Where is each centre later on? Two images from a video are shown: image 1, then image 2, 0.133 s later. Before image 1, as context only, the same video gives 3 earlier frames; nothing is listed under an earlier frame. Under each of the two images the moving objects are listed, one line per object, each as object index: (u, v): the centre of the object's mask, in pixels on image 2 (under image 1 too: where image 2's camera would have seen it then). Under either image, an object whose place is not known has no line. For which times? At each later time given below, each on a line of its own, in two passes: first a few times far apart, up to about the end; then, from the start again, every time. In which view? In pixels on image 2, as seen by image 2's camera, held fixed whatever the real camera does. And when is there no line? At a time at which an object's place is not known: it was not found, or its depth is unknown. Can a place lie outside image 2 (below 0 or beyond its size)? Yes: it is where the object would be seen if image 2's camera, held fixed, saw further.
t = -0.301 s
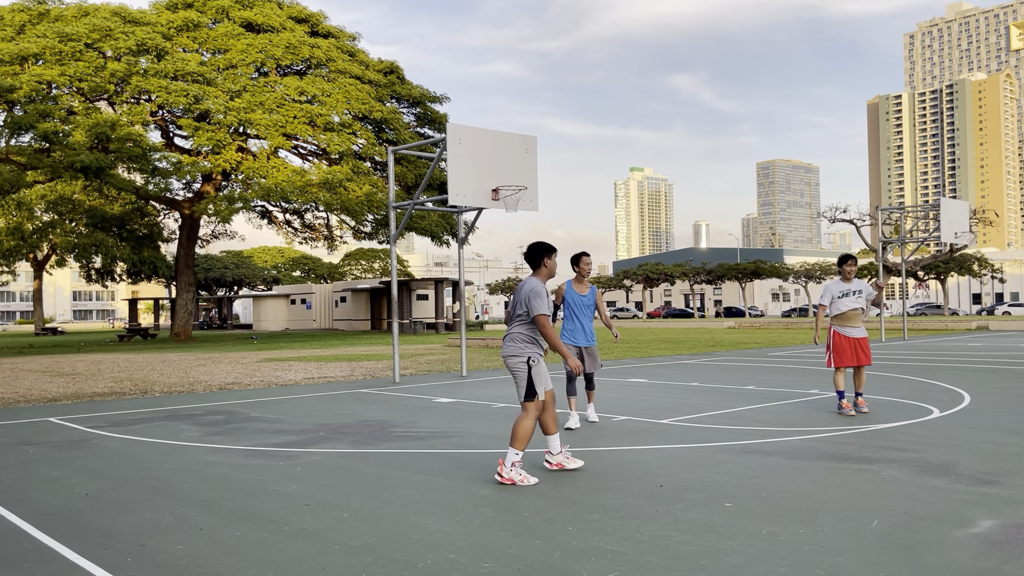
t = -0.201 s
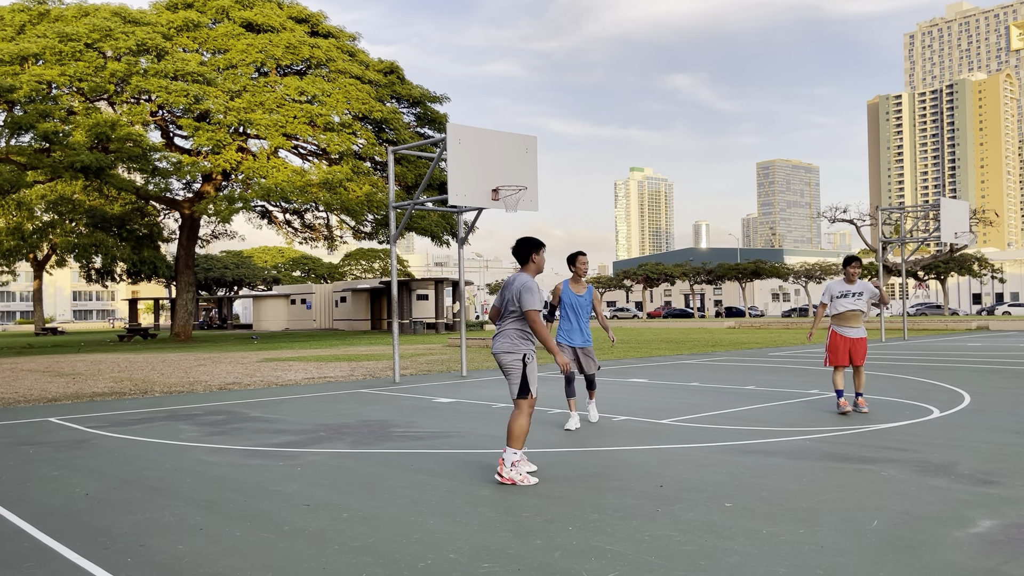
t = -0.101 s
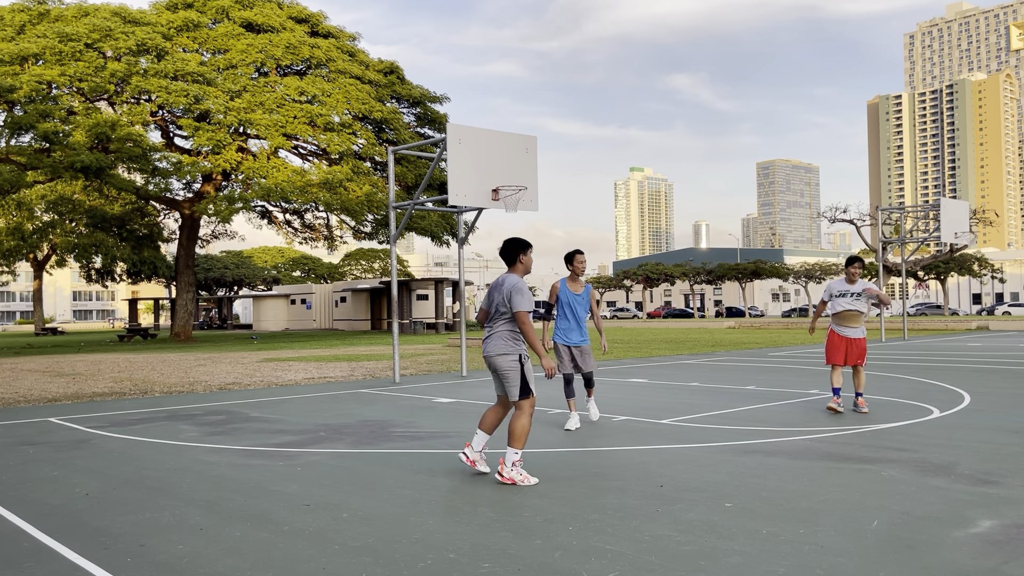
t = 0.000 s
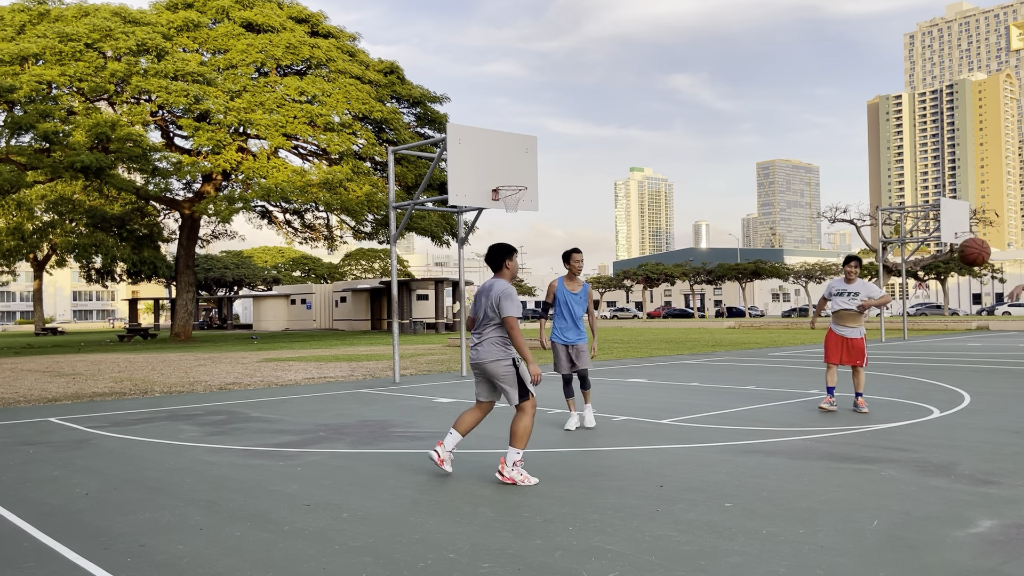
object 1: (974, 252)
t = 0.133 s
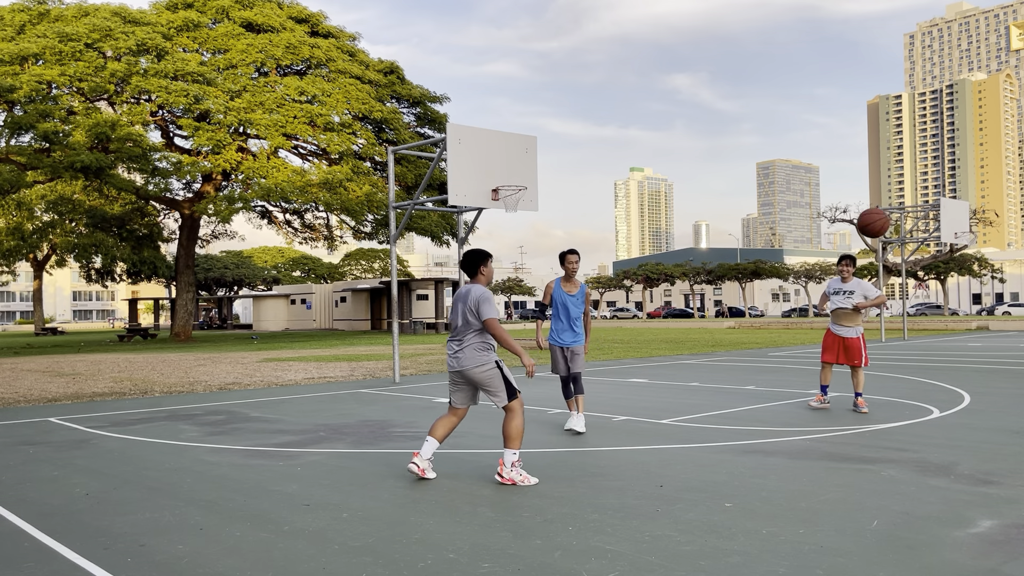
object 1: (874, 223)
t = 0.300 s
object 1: (745, 213)
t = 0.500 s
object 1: (583, 246)
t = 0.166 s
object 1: (848, 218)
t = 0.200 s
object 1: (822, 215)
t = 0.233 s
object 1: (797, 213)
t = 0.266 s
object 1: (771, 213)
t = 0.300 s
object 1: (745, 213)
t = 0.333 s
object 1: (718, 216)
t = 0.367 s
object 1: (692, 219)
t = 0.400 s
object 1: (665, 224)
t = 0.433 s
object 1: (638, 230)
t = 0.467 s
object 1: (611, 237)
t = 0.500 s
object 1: (583, 246)
